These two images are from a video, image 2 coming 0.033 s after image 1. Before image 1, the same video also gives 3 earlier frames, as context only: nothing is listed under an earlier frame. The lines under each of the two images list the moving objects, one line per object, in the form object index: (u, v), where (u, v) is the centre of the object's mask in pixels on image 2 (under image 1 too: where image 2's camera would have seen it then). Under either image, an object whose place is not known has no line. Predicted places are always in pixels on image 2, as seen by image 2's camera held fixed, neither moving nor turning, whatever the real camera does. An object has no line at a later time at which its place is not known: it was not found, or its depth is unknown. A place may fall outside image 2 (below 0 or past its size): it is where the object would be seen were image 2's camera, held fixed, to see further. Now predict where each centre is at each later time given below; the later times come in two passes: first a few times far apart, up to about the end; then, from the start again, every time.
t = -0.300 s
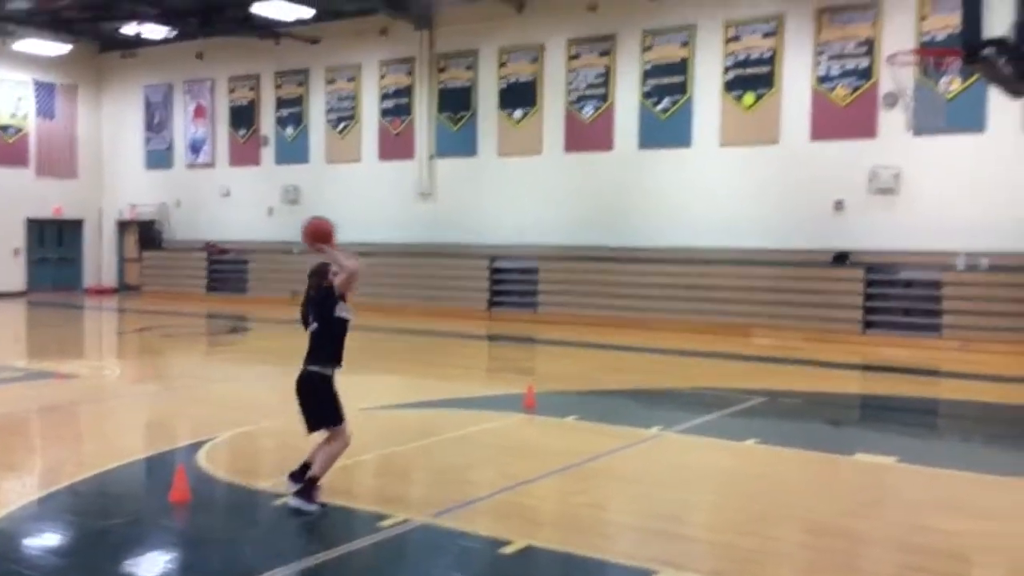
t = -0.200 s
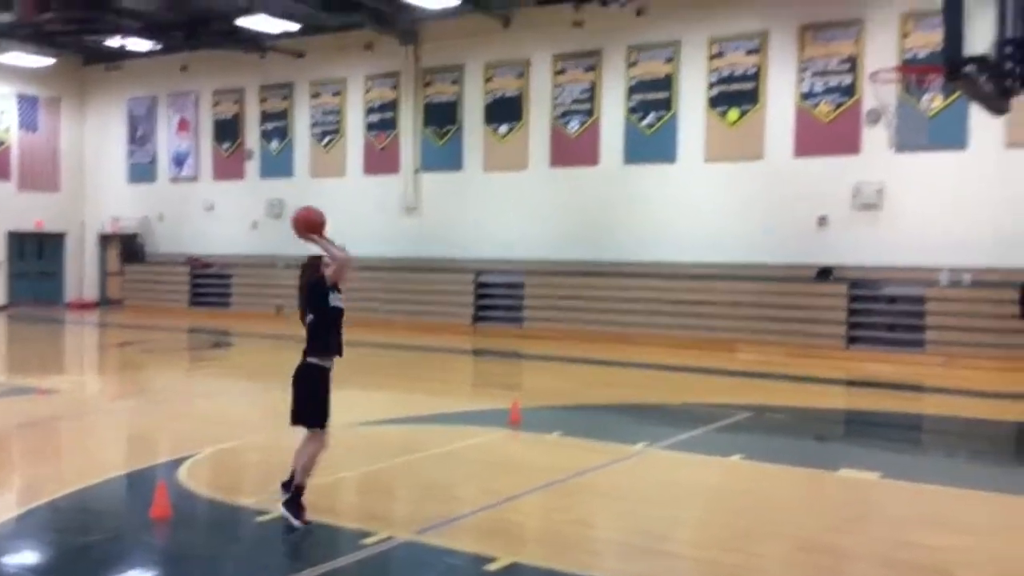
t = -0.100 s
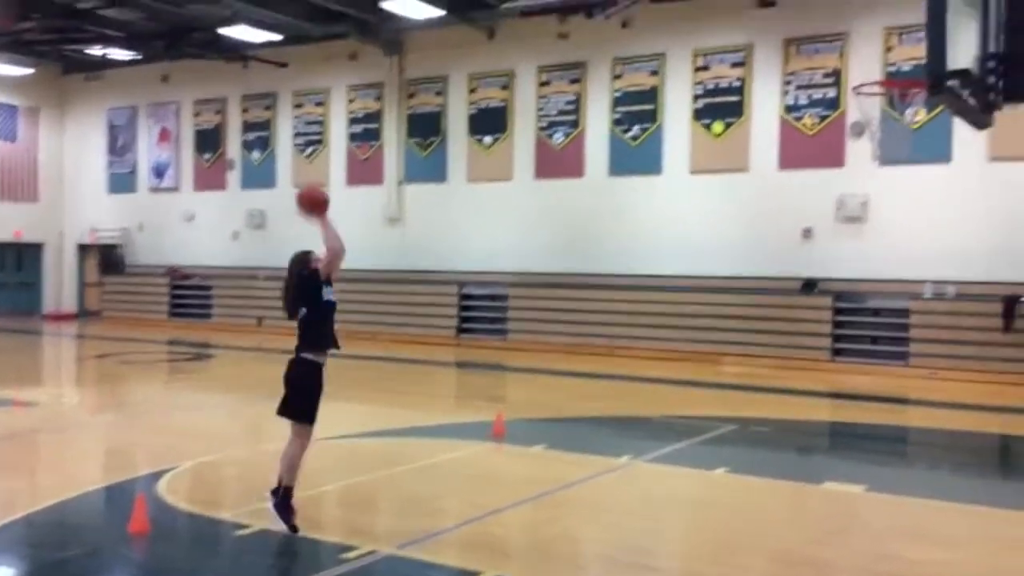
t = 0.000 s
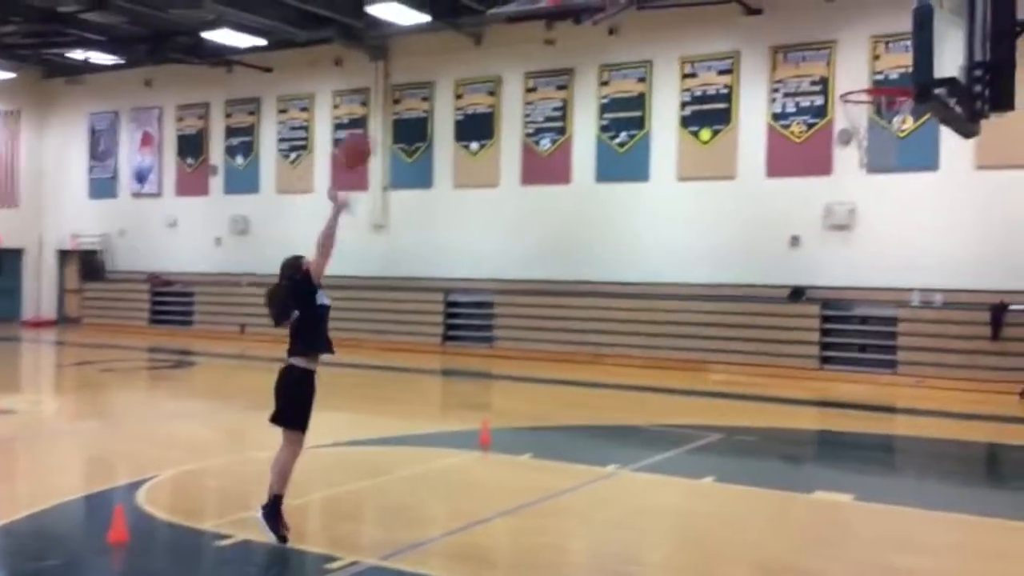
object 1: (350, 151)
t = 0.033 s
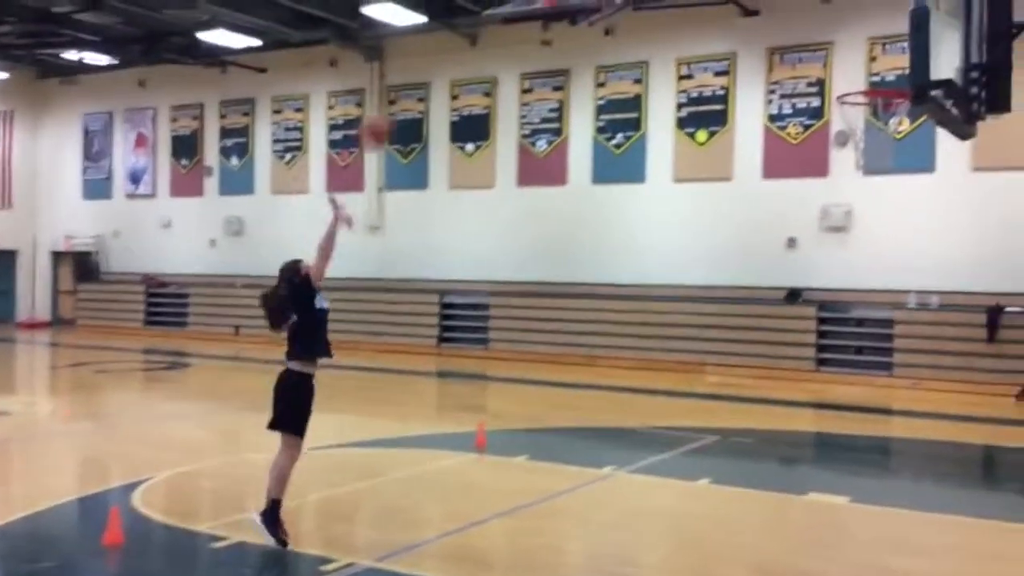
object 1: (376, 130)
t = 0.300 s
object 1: (573, 35)
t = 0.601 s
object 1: (792, 48)
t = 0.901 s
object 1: (871, 125)
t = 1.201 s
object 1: (895, 158)
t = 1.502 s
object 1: (910, 296)
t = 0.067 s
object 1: (404, 112)
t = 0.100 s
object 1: (424, 98)
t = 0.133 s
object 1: (451, 84)
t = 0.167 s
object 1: (473, 74)
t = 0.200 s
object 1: (499, 61)
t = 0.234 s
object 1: (524, 53)
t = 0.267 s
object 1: (548, 43)
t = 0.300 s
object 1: (573, 35)
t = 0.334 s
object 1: (599, 29)
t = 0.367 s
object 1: (621, 26)
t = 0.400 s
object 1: (649, 24)
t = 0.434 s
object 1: (672, 24)
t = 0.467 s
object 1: (696, 25)
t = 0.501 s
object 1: (719, 31)
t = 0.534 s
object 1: (745, 34)
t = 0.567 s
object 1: (770, 41)
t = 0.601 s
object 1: (792, 48)
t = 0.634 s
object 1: (819, 57)
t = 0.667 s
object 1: (845, 68)
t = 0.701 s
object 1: (873, 80)
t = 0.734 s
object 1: (889, 93)
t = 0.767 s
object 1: (882, 97)
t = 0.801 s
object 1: (873, 101)
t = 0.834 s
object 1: (866, 111)
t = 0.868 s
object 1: (867, 119)
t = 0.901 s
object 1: (871, 125)
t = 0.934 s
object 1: (871, 136)
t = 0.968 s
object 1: (876, 137)
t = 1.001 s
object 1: (879, 137)
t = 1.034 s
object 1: (882, 138)
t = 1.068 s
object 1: (885, 139)
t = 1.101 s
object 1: (888, 143)
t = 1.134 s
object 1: (891, 145)
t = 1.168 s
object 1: (893, 150)
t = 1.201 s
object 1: (895, 158)
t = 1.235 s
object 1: (896, 166)
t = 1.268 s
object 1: (898, 175)
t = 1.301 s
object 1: (898, 188)
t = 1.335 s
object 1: (900, 201)
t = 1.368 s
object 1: (903, 216)
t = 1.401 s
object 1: (904, 234)
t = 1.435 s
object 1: (906, 251)
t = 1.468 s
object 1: (907, 272)
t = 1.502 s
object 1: (910, 296)
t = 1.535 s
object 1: (910, 323)
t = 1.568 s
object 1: (913, 350)
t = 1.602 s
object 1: (913, 378)
